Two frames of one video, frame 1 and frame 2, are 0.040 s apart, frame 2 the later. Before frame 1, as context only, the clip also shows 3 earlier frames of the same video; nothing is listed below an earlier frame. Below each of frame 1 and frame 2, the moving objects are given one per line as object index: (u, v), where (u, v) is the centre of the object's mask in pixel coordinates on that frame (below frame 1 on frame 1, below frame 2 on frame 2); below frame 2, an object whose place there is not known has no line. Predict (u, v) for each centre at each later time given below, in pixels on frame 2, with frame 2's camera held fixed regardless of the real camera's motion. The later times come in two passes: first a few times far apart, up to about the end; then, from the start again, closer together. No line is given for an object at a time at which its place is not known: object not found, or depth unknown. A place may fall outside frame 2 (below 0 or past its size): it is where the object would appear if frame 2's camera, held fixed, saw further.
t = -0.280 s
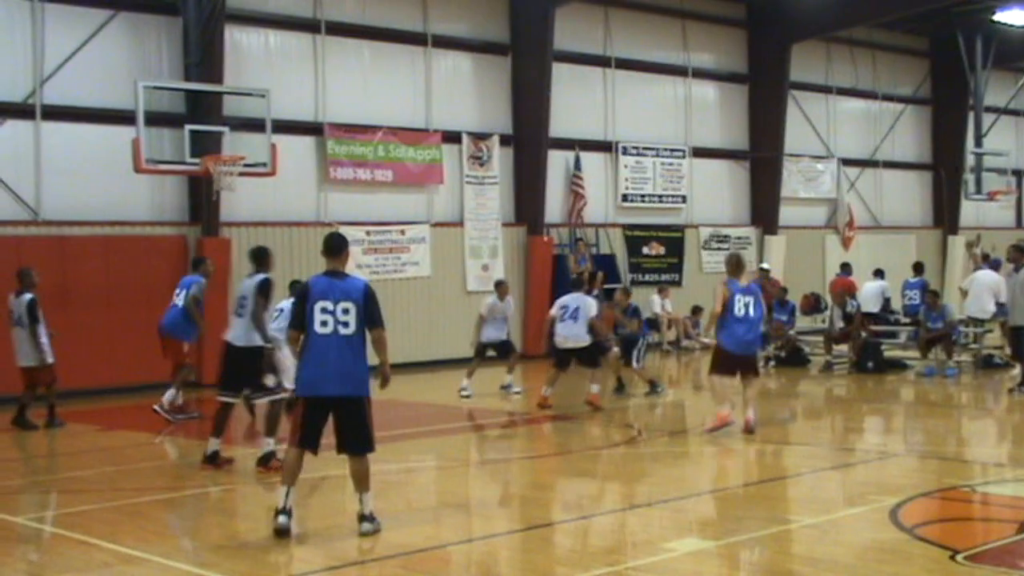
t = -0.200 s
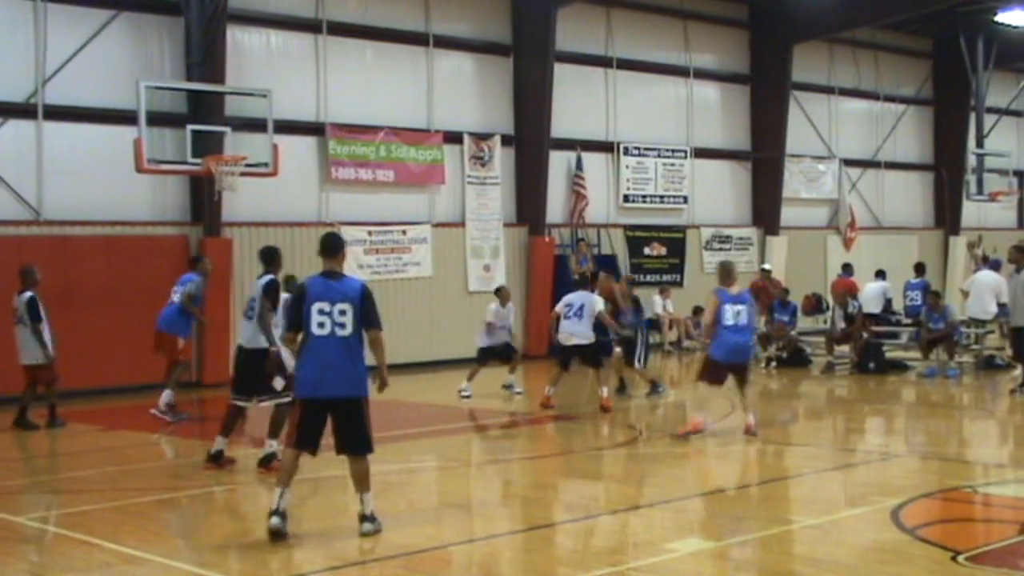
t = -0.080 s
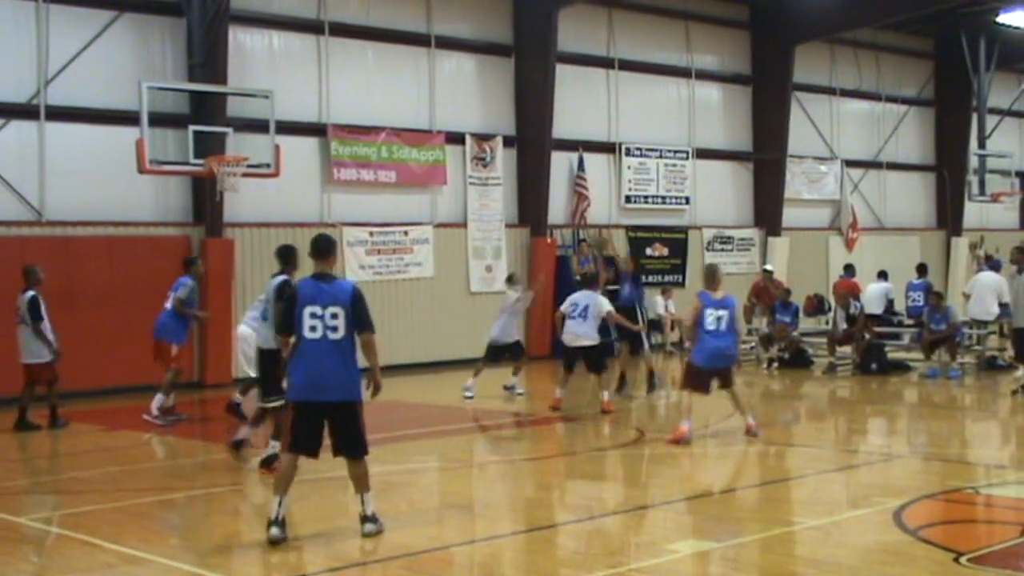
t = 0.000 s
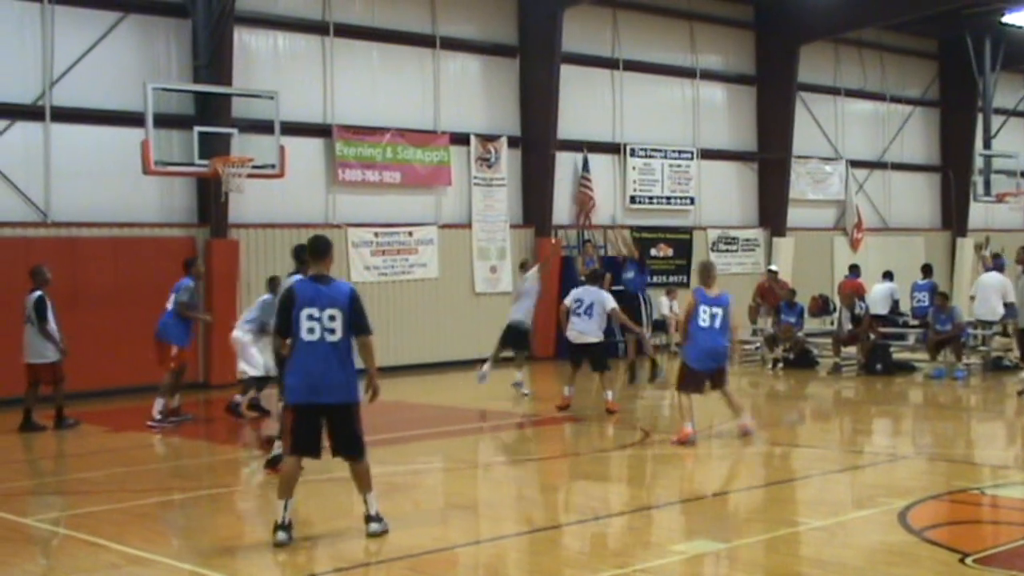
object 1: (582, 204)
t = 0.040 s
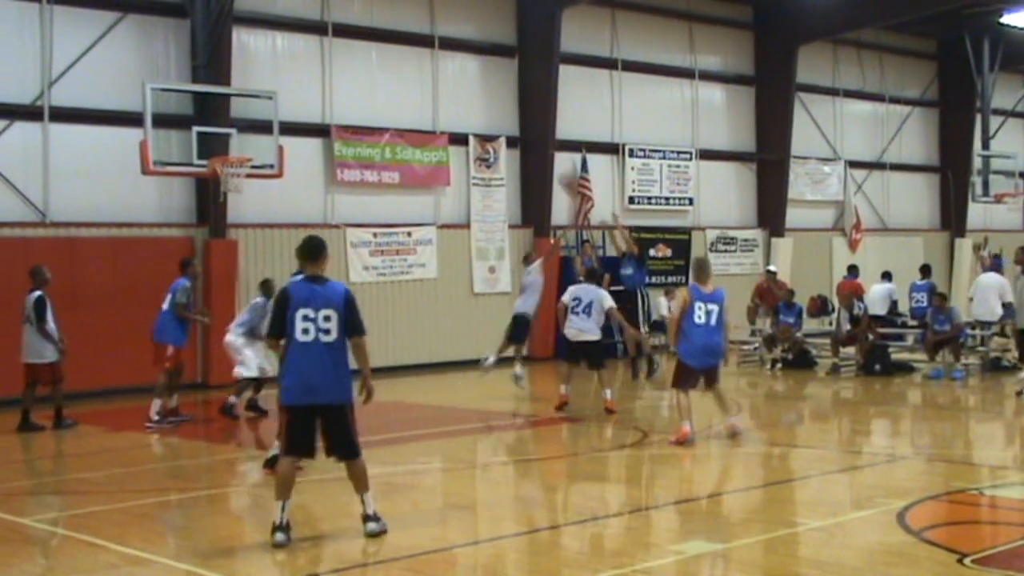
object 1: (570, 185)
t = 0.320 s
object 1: (483, 87)
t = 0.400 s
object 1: (459, 71)
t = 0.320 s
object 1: (483, 87)
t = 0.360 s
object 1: (471, 78)
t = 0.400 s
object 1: (459, 71)
